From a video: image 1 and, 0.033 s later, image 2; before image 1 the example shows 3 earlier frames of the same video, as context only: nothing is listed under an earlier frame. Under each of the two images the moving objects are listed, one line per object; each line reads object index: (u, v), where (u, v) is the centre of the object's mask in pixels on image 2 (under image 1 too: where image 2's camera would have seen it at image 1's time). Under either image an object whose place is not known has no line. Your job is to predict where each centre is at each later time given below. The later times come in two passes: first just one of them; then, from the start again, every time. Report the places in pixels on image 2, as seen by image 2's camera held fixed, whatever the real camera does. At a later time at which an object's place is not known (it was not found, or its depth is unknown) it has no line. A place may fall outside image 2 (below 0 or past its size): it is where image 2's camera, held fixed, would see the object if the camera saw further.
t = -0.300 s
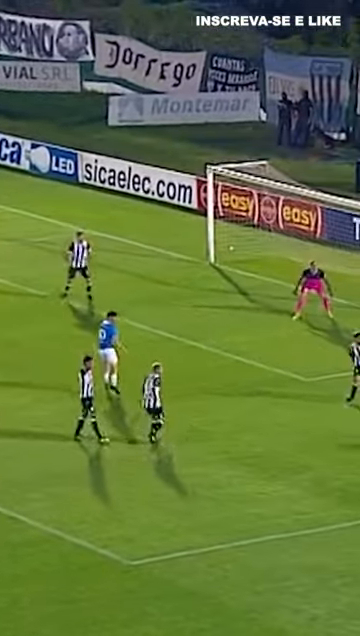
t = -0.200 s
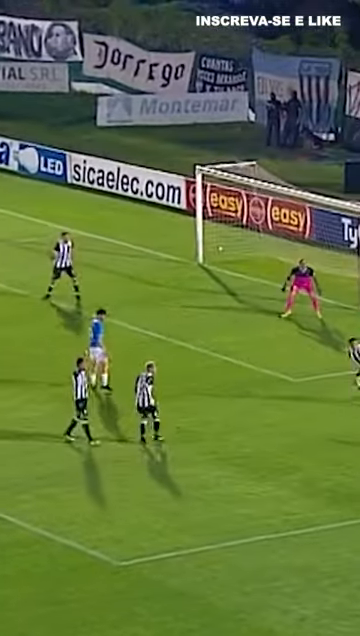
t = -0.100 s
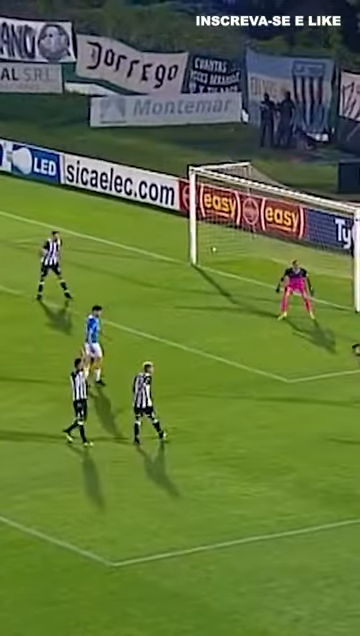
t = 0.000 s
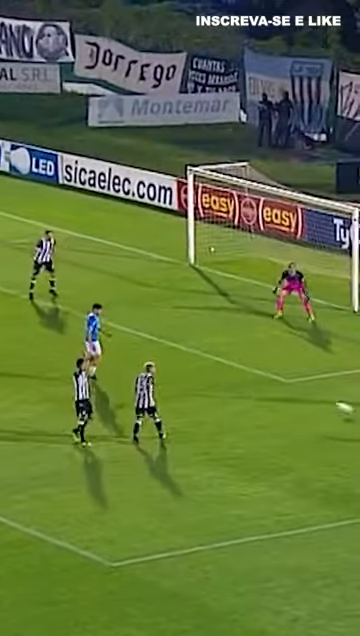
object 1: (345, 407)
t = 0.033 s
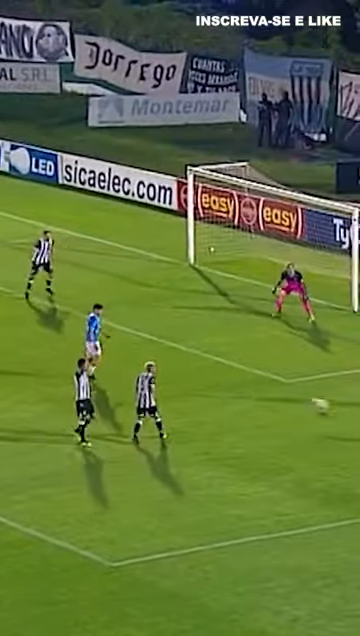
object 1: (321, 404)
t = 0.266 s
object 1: (175, 372)
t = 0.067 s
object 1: (297, 400)
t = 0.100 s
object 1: (276, 397)
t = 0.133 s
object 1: (256, 391)
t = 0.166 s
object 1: (235, 385)
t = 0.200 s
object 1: (215, 380)
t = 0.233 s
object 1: (196, 376)
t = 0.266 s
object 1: (175, 372)
